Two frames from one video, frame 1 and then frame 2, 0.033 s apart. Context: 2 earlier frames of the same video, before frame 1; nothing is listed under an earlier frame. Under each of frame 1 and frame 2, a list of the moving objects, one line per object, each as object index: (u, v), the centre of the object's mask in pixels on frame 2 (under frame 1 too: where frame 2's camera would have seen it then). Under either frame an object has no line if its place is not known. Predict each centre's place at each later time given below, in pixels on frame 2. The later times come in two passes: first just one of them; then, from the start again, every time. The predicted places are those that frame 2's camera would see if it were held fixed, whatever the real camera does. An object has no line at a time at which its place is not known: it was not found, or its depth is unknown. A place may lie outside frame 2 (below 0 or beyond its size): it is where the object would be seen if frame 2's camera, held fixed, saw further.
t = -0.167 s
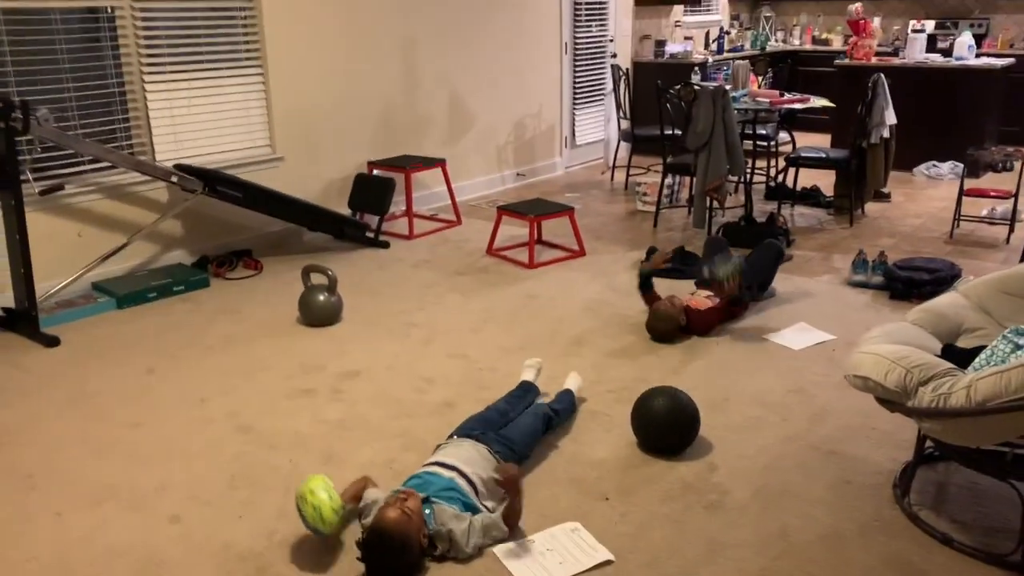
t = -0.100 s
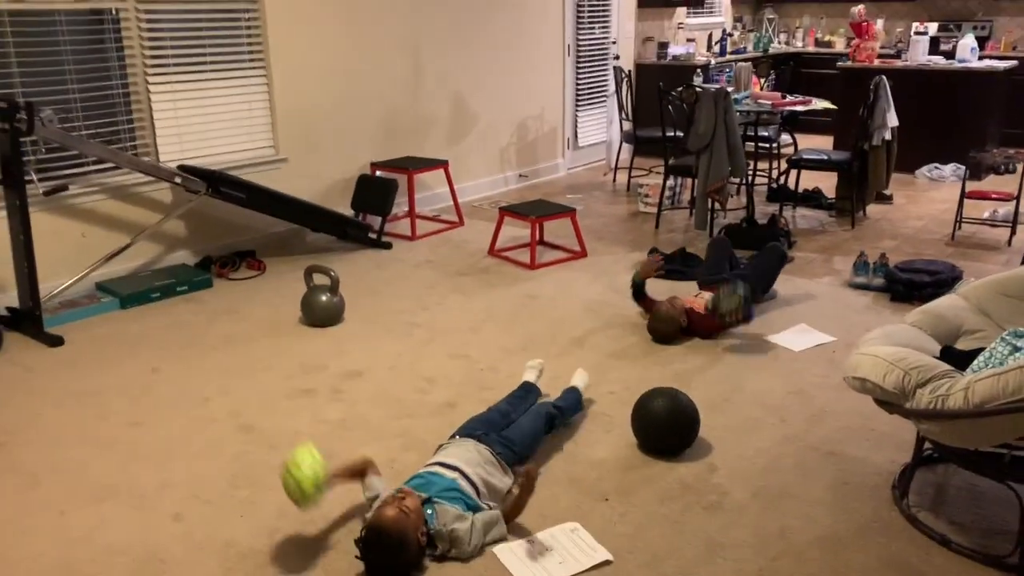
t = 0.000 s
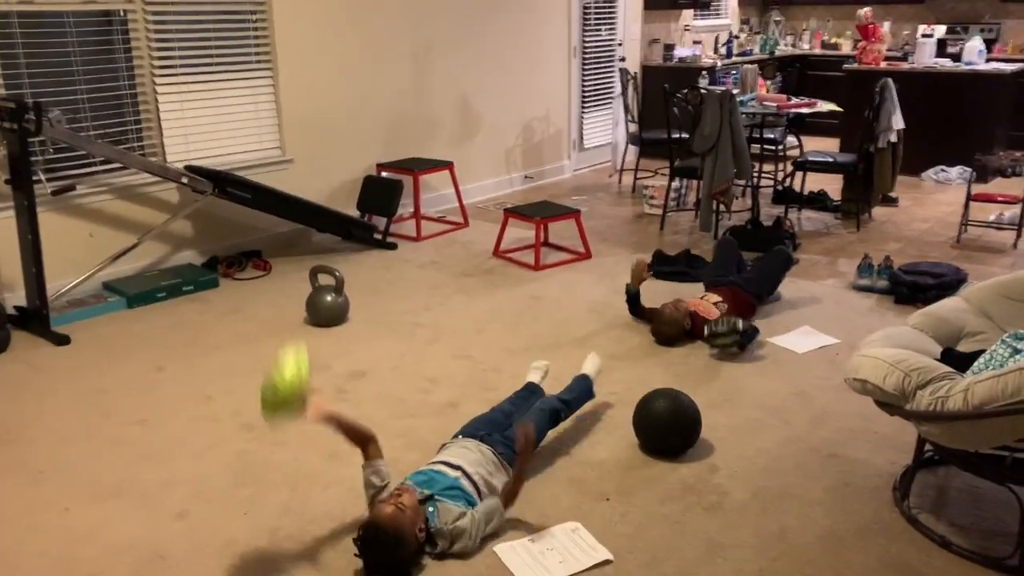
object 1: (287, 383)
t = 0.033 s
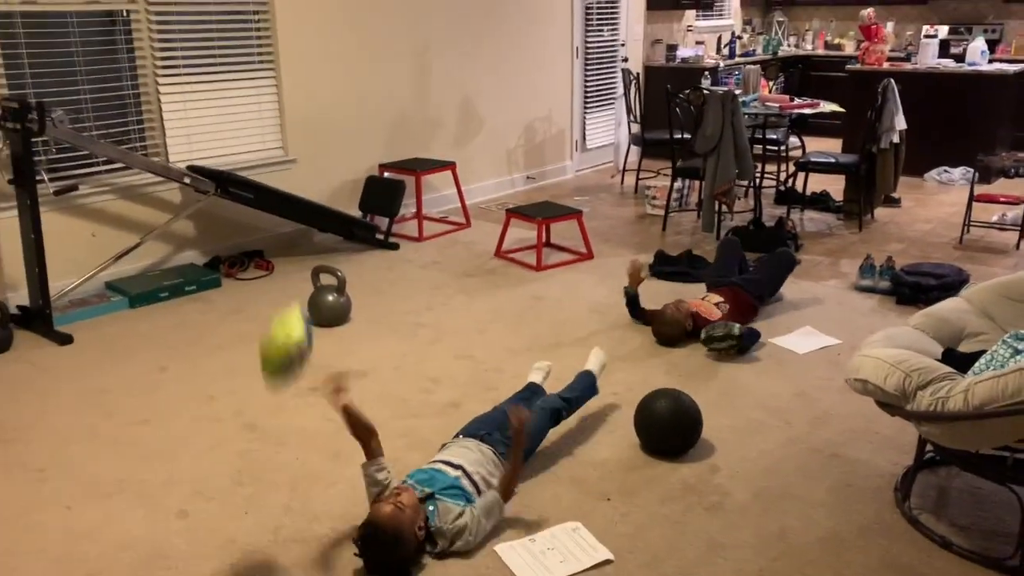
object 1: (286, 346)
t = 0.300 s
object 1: (289, 166)
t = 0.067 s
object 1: (285, 311)
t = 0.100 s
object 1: (285, 276)
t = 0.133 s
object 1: (287, 250)
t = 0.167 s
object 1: (287, 223)
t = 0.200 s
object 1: (289, 201)
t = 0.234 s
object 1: (289, 186)
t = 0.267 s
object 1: (289, 175)
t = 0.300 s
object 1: (289, 166)
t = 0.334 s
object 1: (290, 161)
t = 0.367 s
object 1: (292, 160)
